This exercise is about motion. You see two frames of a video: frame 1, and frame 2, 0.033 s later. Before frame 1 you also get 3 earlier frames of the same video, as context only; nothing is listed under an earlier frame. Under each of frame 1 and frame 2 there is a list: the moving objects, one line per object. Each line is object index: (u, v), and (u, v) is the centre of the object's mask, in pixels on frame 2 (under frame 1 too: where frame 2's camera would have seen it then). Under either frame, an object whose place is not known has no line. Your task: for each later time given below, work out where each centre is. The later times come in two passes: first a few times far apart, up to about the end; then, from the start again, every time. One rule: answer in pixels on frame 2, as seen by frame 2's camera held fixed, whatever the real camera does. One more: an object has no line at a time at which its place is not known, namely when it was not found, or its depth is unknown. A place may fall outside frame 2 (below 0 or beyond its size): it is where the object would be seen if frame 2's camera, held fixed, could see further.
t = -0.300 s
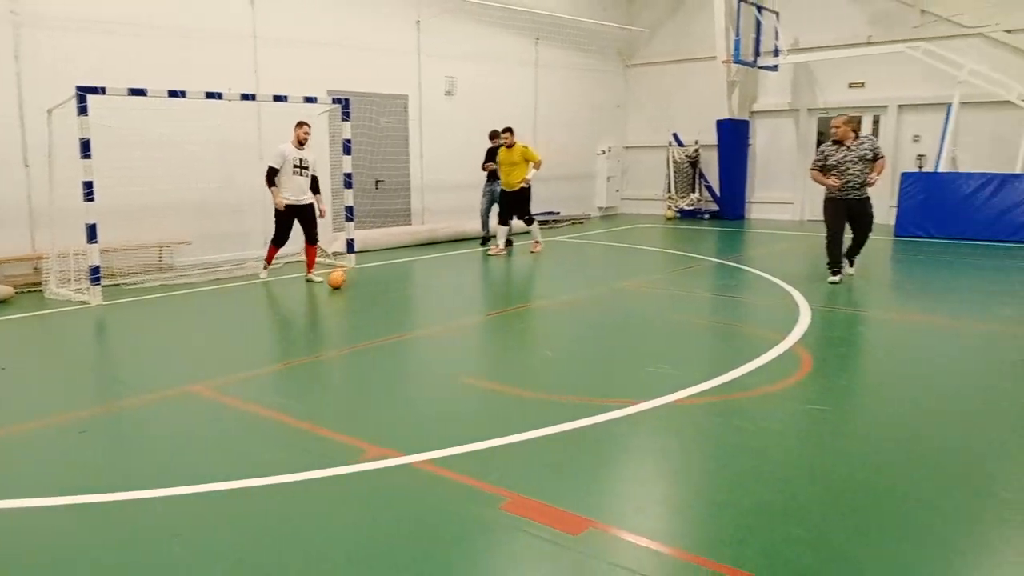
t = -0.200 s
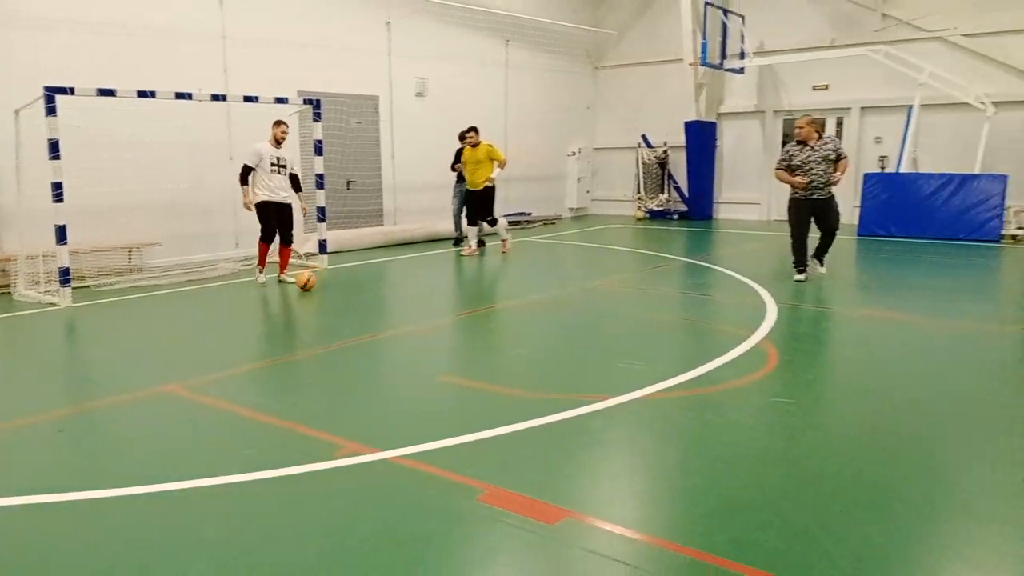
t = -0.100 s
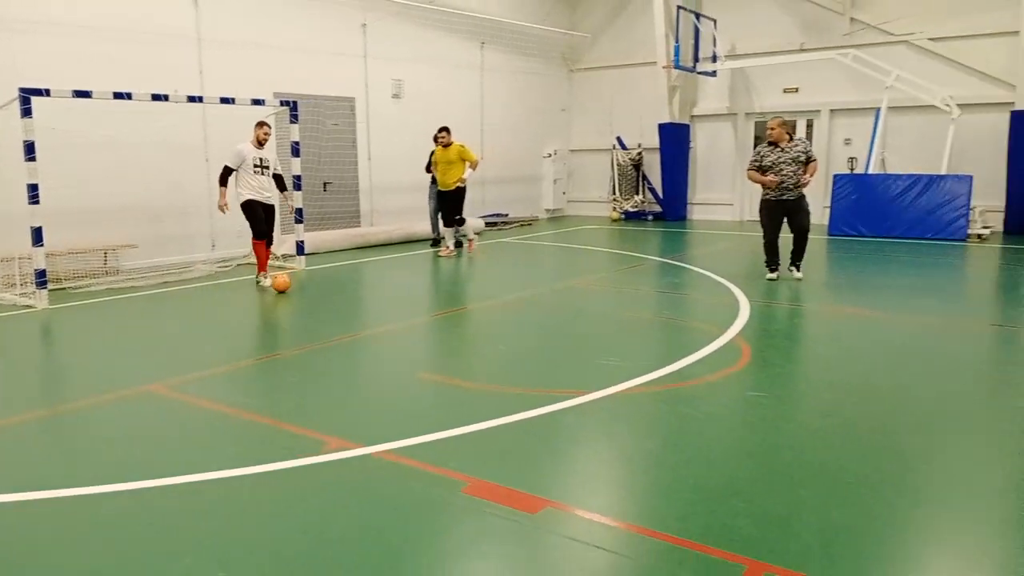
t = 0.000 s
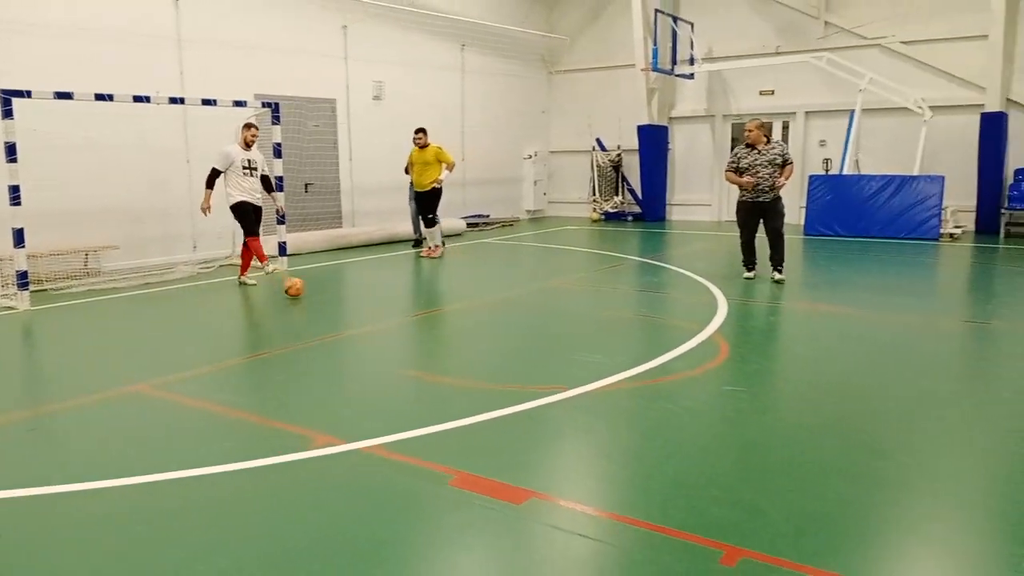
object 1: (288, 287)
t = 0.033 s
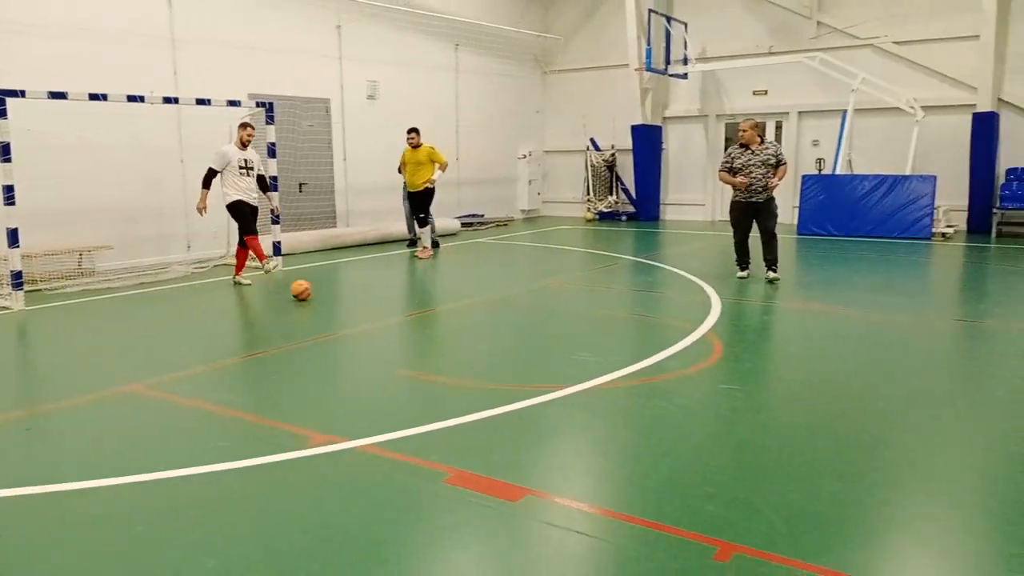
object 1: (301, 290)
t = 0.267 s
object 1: (384, 303)
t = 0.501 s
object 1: (461, 317)
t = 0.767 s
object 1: (556, 333)
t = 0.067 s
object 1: (313, 291)
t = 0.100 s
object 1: (325, 293)
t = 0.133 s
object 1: (337, 295)
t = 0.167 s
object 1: (349, 297)
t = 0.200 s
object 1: (361, 299)
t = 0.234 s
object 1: (372, 301)
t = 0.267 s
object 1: (384, 303)
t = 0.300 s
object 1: (395, 305)
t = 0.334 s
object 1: (407, 307)
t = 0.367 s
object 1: (418, 309)
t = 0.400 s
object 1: (429, 311)
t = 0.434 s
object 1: (440, 313)
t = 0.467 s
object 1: (450, 314)
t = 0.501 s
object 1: (461, 317)
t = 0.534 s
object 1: (472, 318)
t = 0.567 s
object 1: (484, 320)
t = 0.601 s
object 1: (495, 322)
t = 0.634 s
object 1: (507, 324)
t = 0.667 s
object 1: (518, 326)
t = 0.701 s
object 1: (531, 328)
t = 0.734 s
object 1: (544, 331)
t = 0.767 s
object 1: (556, 333)
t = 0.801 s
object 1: (570, 335)
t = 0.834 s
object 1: (583, 337)
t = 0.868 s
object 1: (599, 339)
